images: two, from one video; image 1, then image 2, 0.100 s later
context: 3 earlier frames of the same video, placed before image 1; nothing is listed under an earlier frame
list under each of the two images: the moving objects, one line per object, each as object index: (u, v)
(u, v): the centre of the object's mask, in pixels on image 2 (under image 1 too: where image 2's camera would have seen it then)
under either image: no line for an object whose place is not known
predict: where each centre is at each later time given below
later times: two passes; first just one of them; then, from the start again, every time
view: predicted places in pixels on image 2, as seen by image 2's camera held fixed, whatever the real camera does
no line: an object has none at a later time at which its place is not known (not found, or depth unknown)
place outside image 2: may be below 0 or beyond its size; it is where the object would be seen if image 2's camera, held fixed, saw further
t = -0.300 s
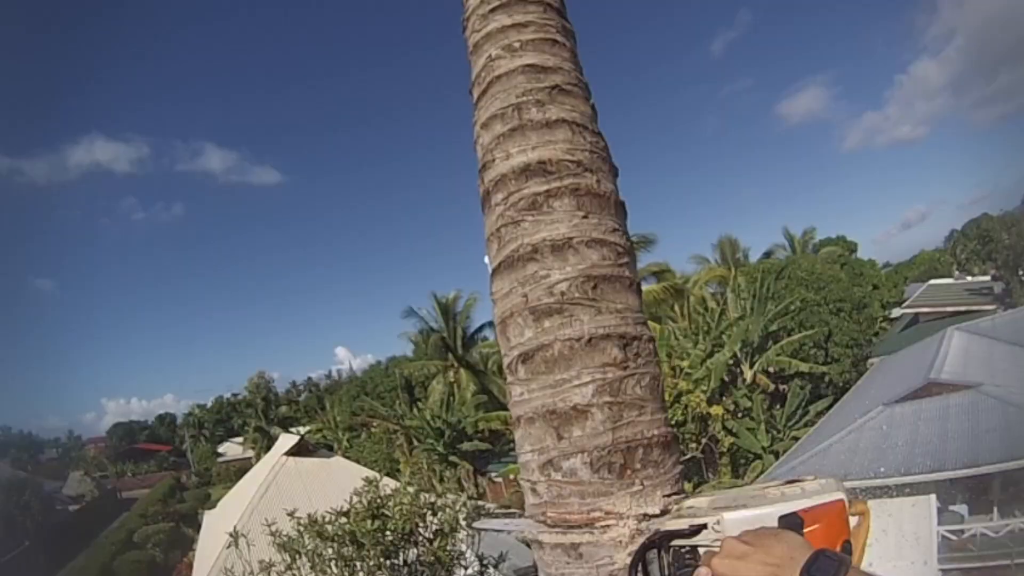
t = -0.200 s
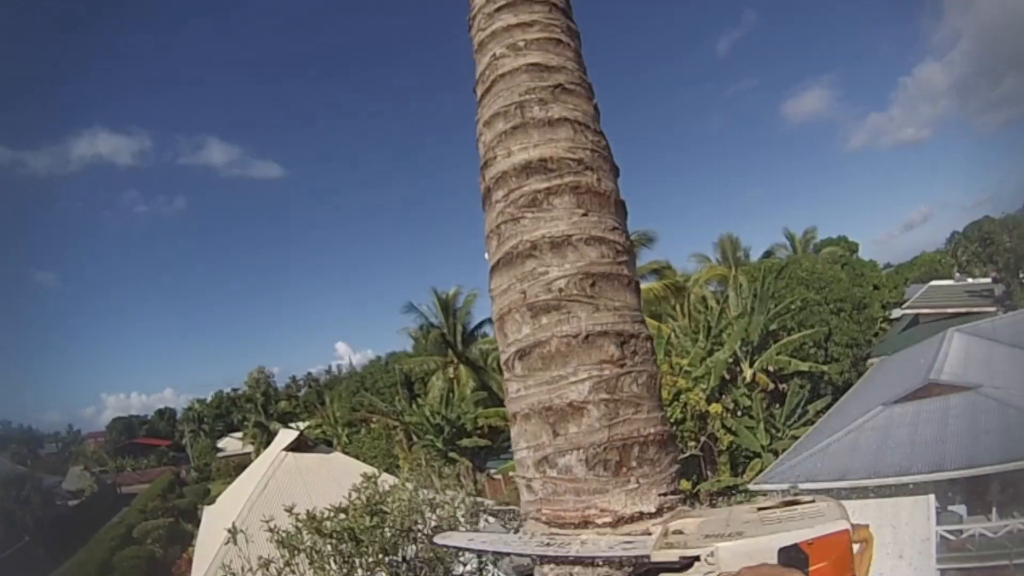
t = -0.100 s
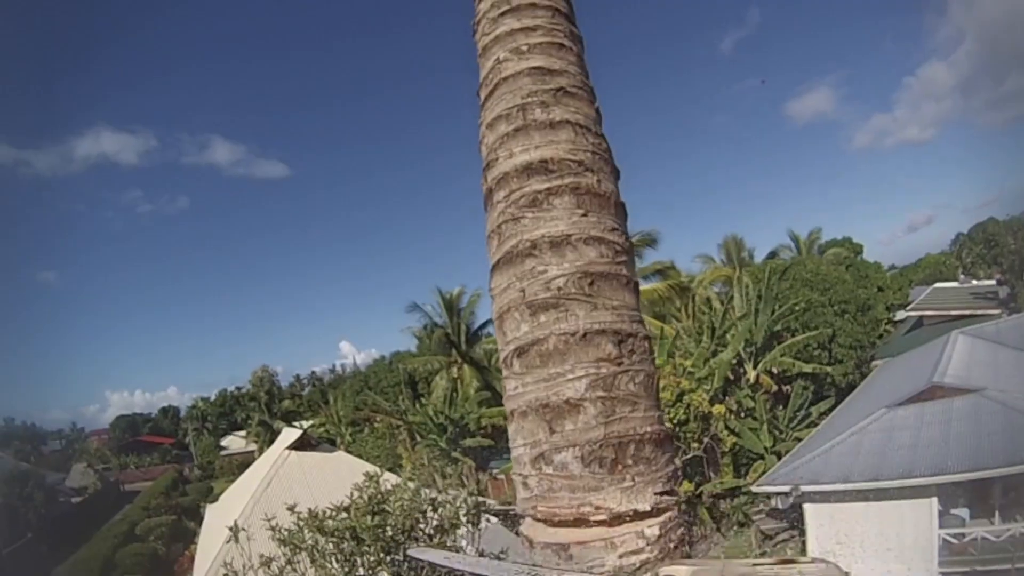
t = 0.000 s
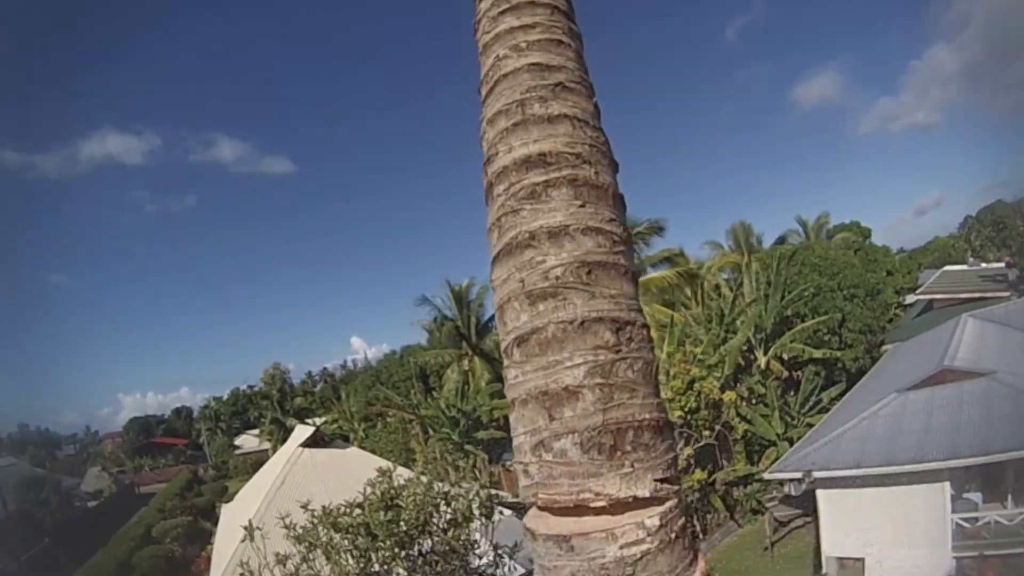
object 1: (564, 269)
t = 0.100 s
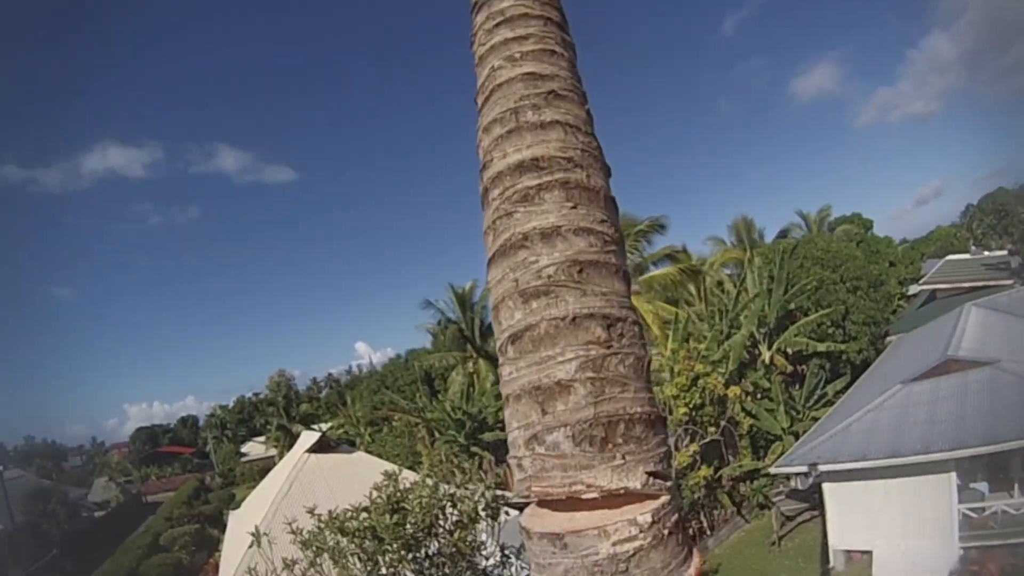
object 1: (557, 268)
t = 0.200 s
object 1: (546, 267)
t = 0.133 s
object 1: (554, 267)
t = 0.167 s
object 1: (551, 267)
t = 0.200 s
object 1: (546, 267)
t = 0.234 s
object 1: (541, 265)
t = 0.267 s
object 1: (539, 264)
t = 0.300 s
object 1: (541, 261)
